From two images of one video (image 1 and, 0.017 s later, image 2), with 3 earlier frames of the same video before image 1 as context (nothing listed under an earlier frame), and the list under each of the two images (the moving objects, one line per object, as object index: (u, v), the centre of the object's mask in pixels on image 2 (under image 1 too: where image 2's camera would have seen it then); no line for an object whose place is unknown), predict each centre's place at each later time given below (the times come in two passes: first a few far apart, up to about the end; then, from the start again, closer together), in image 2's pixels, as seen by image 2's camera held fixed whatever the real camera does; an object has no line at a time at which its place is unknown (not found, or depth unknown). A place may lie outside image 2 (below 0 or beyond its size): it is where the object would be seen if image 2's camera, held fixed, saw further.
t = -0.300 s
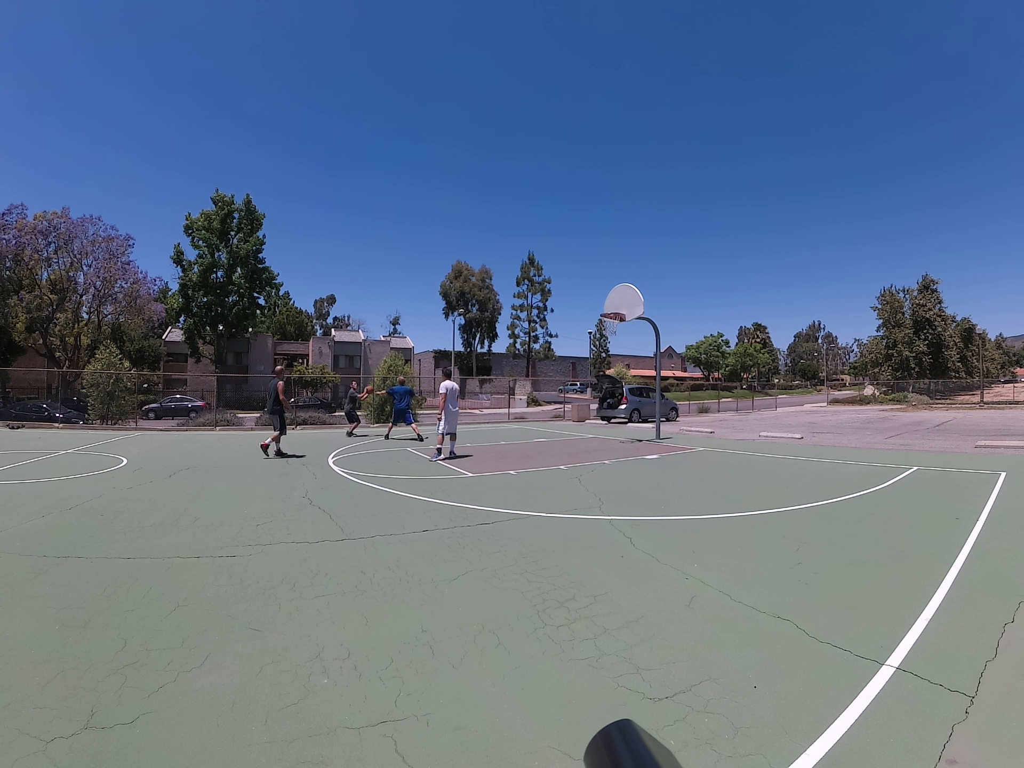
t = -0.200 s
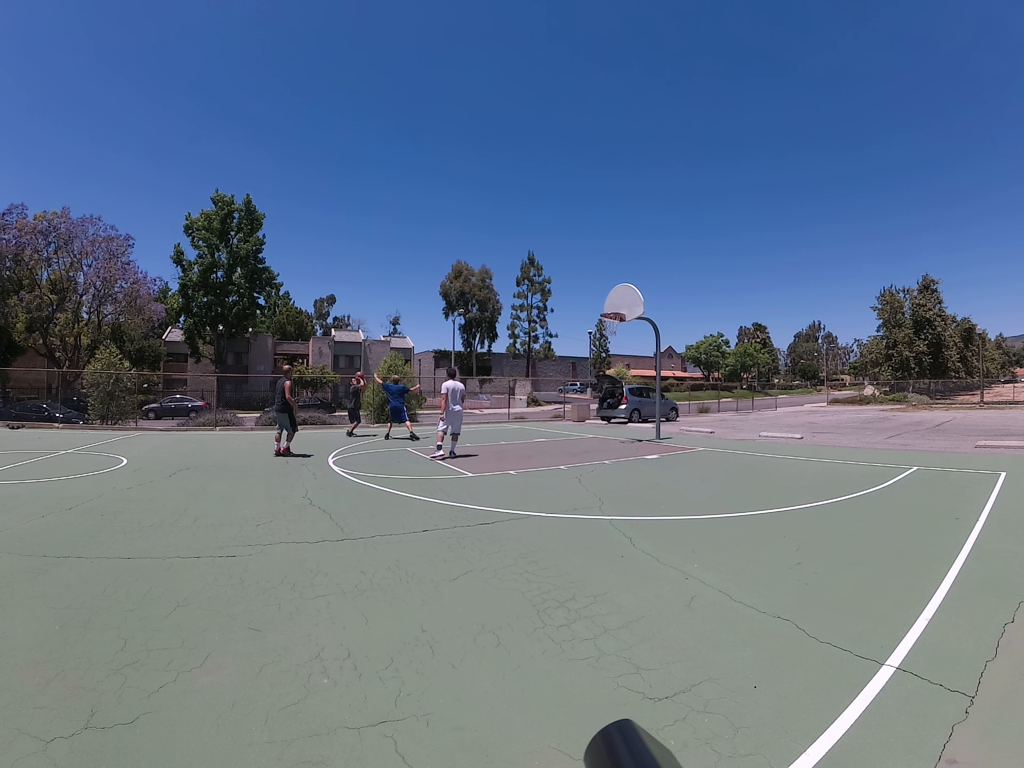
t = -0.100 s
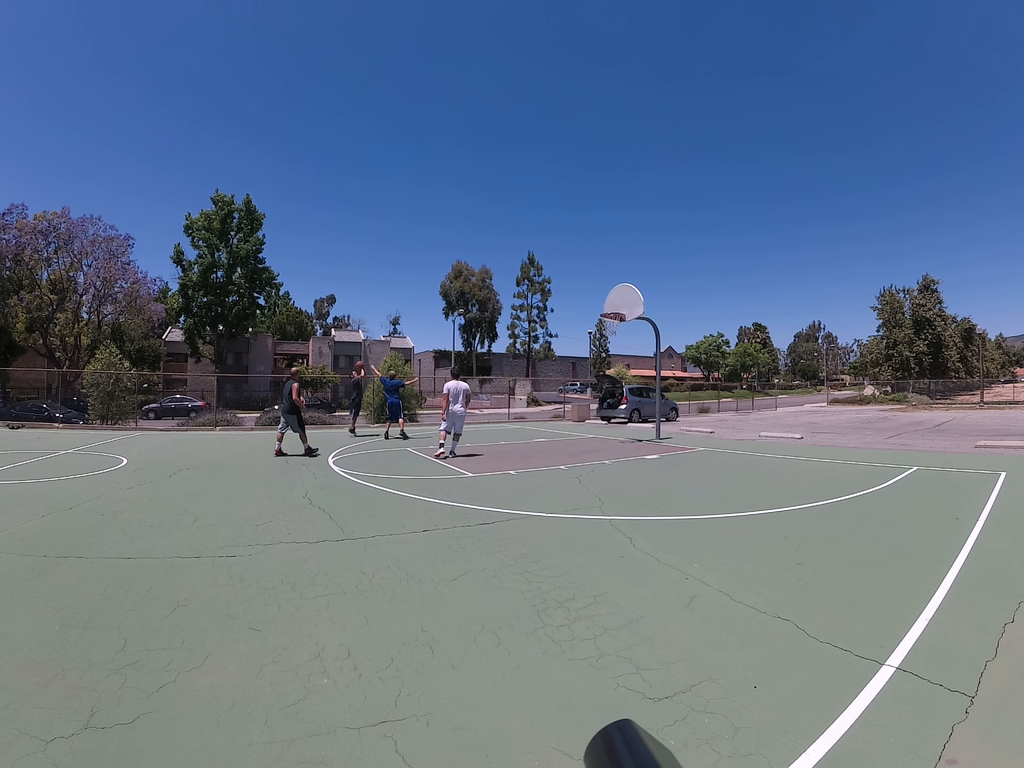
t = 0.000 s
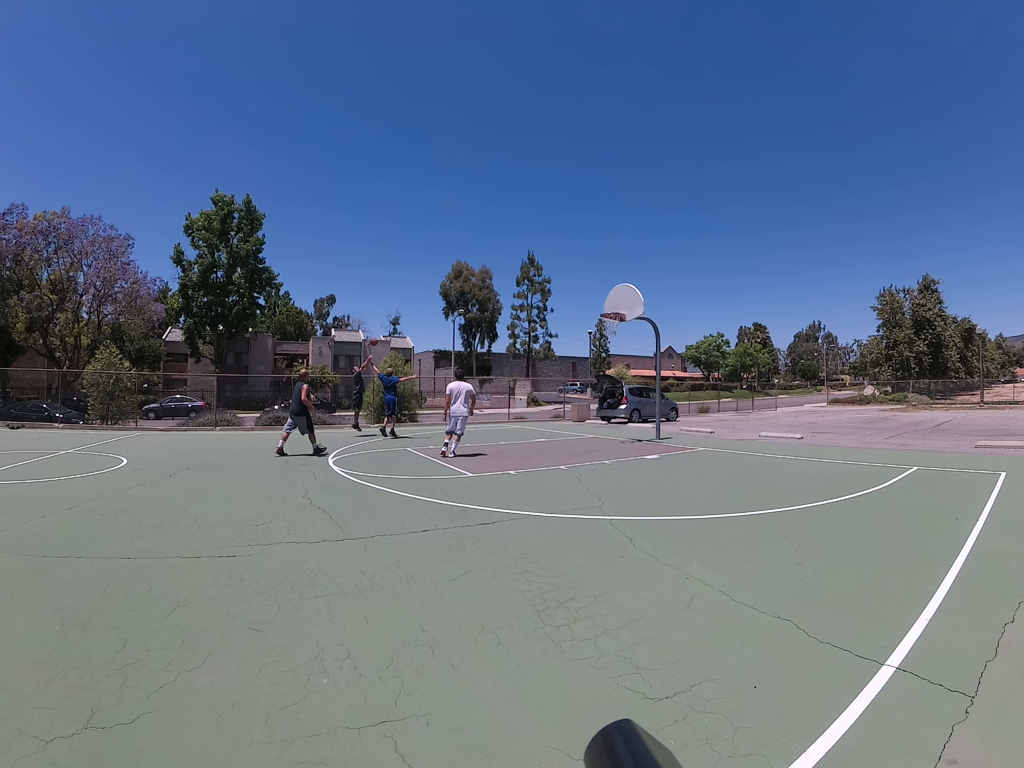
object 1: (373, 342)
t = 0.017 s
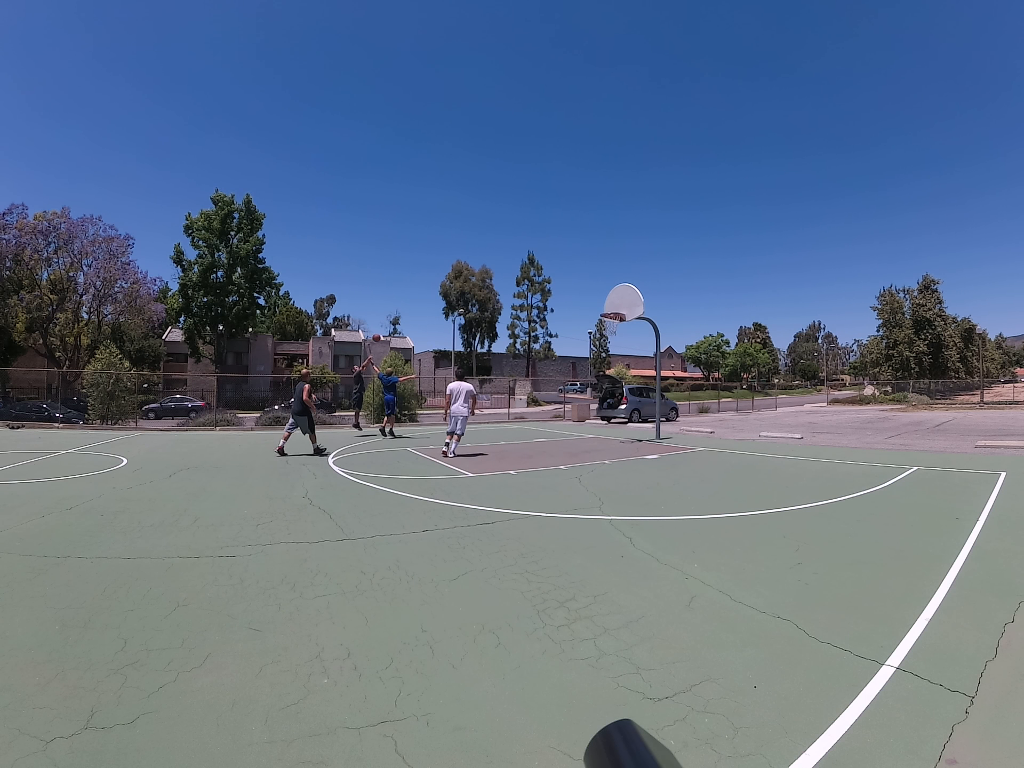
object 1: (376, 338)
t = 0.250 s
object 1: (416, 291)
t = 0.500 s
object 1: (461, 259)
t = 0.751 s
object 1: (509, 249)
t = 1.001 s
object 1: (561, 263)
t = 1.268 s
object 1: (620, 308)
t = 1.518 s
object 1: (637, 282)
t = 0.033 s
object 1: (379, 334)
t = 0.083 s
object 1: (387, 322)
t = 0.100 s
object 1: (390, 319)
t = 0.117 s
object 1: (393, 316)
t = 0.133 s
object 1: (396, 312)
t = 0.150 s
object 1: (399, 309)
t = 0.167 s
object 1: (402, 305)
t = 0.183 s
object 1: (405, 302)
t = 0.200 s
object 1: (407, 299)
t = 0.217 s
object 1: (410, 296)
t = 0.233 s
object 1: (413, 293)
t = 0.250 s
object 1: (416, 291)
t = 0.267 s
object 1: (419, 288)
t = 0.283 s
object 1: (422, 285)
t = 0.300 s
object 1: (425, 283)
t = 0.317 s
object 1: (428, 280)
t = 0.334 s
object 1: (431, 278)
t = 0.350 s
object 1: (434, 275)
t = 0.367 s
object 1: (437, 273)
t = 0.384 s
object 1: (440, 271)
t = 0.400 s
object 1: (443, 269)
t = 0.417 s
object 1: (446, 267)
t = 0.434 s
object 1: (449, 265)
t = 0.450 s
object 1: (452, 264)
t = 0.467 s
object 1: (455, 262)
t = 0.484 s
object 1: (458, 261)
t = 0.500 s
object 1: (461, 259)
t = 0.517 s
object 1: (464, 258)
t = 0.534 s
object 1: (467, 256)
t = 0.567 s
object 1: (474, 254)
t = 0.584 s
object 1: (477, 253)
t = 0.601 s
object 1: (480, 252)
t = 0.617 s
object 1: (483, 251)
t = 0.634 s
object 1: (486, 251)
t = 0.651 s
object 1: (489, 250)
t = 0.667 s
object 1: (493, 250)
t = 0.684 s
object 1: (496, 249)
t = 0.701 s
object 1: (499, 249)
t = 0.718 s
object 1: (502, 249)
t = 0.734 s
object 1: (506, 249)
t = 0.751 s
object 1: (509, 249)
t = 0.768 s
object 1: (512, 249)
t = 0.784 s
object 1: (516, 249)
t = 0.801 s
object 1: (519, 250)
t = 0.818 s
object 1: (522, 250)
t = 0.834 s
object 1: (526, 251)
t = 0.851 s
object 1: (529, 251)
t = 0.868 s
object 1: (533, 252)
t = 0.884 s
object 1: (536, 253)
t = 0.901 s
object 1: (539, 254)
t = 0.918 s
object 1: (543, 255)
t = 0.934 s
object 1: (547, 256)
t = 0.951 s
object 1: (550, 258)
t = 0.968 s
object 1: (553, 259)
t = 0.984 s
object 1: (557, 261)
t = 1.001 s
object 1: (561, 263)
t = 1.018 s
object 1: (564, 265)
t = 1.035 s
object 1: (568, 267)
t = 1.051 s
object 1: (571, 269)
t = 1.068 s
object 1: (575, 271)
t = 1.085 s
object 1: (579, 274)
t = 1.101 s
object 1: (582, 276)
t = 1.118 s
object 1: (586, 278)
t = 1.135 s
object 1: (590, 282)
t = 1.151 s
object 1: (594, 284)
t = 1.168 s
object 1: (597, 287)
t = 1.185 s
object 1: (601, 290)
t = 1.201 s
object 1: (605, 294)
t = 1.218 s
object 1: (609, 297)
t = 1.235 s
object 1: (612, 301)
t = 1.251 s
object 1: (616, 305)
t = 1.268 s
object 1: (620, 308)
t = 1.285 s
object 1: (622, 307)
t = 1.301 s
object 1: (625, 304)
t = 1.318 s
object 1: (628, 301)
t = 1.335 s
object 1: (630, 299)
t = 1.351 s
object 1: (633, 296)
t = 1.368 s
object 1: (634, 294)
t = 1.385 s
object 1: (634, 292)
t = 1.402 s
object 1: (634, 291)
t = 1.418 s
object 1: (635, 289)
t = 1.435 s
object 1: (635, 288)
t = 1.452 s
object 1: (635, 286)
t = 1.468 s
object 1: (636, 285)
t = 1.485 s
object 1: (636, 284)
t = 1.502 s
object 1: (636, 283)
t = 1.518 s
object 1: (637, 282)
